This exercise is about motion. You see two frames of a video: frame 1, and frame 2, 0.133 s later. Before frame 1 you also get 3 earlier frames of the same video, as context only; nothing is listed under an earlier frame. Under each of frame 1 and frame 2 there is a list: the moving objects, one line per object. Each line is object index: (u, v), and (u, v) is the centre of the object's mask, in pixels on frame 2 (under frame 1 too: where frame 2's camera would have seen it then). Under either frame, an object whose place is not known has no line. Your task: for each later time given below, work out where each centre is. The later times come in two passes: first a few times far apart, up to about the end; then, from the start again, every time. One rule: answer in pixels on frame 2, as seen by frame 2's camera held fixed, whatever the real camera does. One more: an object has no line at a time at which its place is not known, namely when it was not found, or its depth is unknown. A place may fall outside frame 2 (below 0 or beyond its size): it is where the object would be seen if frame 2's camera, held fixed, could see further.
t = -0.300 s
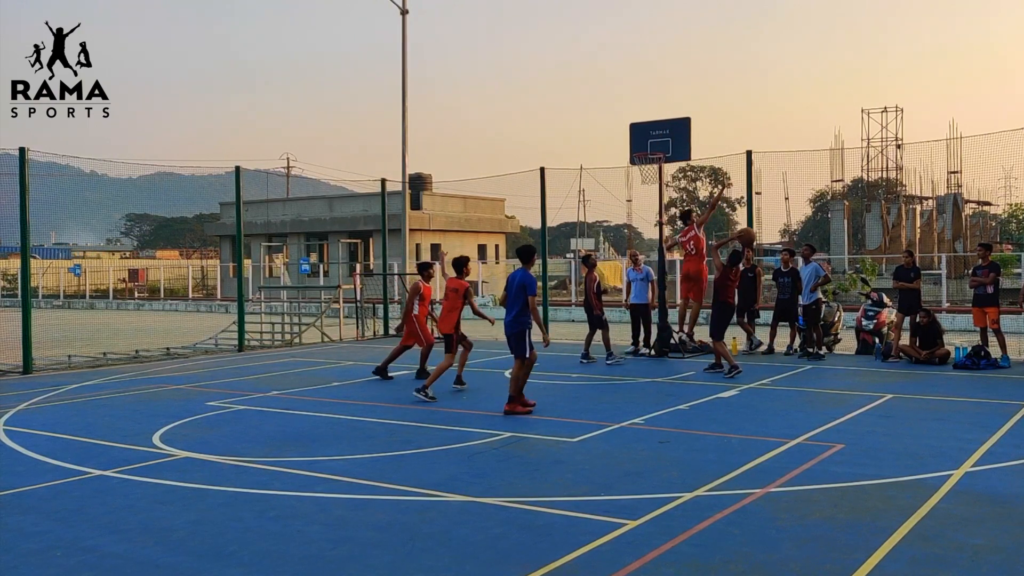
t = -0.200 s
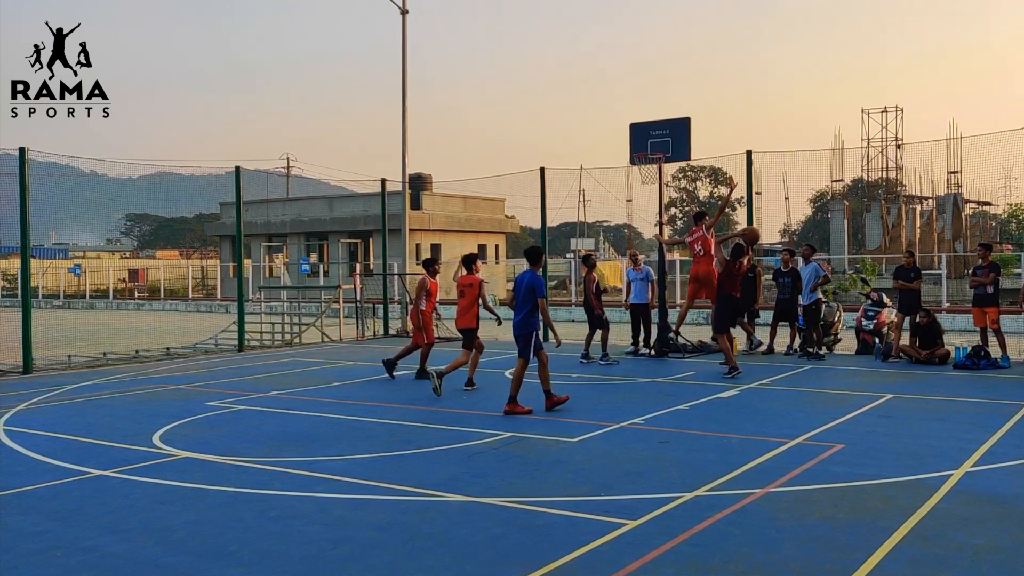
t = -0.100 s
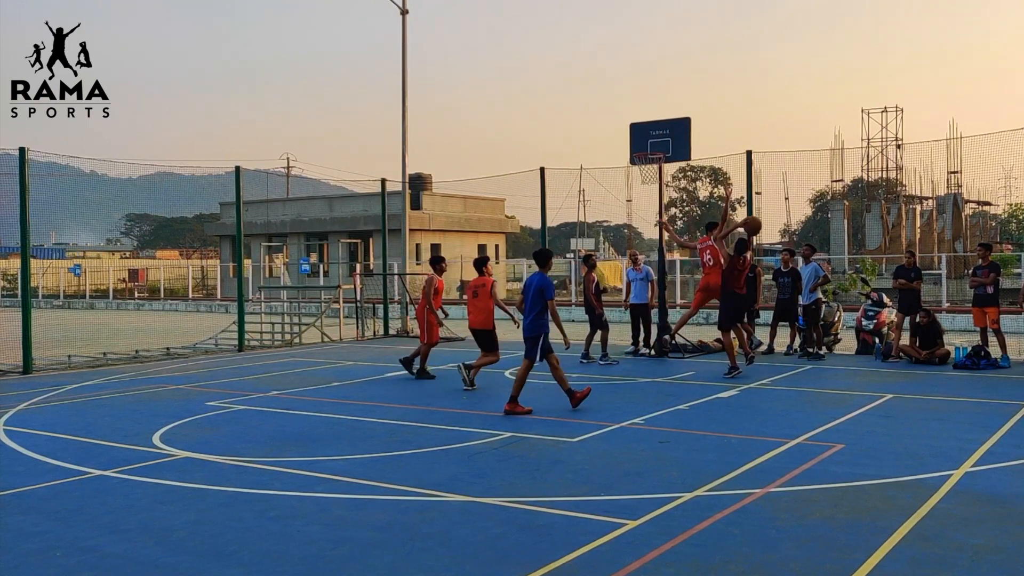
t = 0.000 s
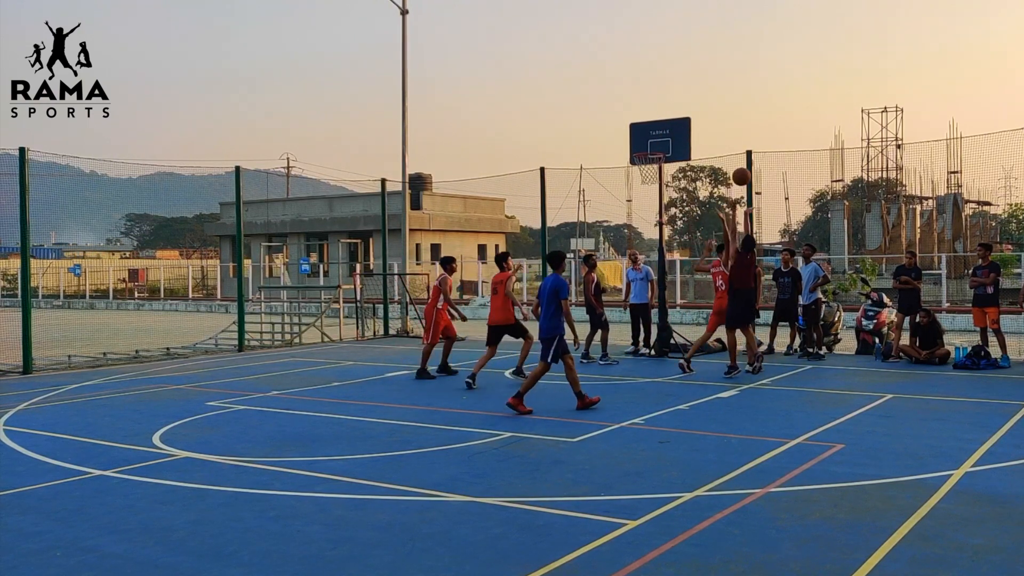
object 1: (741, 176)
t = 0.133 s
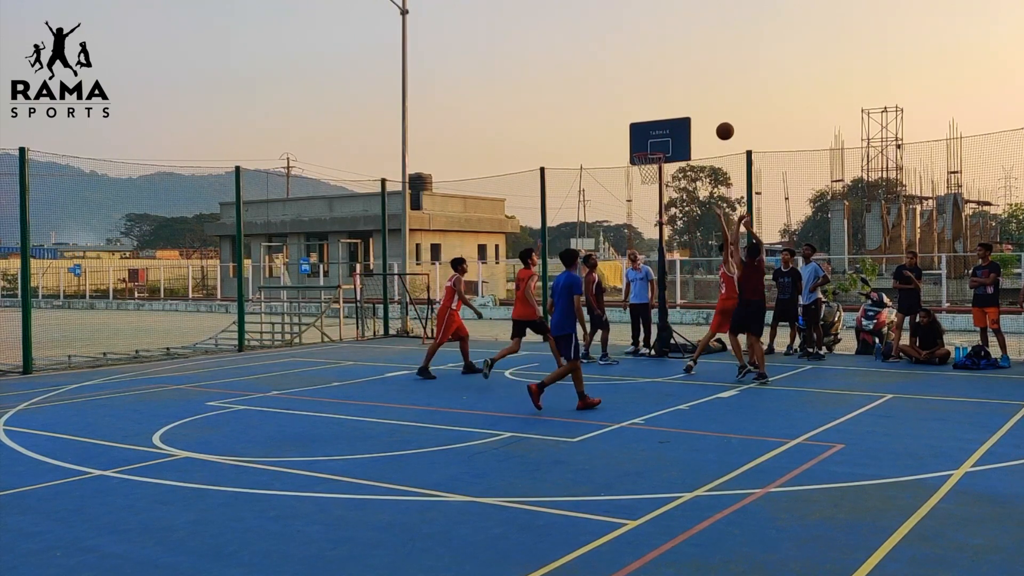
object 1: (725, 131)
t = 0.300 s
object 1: (706, 95)
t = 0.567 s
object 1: (678, 81)
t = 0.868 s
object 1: (651, 118)
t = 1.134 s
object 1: (619, 159)
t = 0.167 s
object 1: (721, 122)
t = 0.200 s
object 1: (717, 114)
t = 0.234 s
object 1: (713, 107)
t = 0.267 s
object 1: (709, 101)
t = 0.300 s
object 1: (706, 95)
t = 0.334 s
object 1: (702, 90)
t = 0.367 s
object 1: (698, 87)
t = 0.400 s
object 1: (695, 84)
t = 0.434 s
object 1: (691, 82)
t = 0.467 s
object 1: (688, 80)
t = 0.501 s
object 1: (685, 80)
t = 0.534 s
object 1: (681, 80)
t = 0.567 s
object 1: (678, 81)
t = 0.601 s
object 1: (675, 83)
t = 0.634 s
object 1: (672, 85)
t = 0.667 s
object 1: (669, 88)
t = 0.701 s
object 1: (666, 92)
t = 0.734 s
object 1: (663, 97)
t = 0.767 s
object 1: (660, 102)
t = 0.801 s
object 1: (657, 108)
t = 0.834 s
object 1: (654, 114)
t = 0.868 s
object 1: (651, 118)
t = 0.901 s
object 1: (647, 120)
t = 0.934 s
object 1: (643, 123)
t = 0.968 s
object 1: (639, 127)
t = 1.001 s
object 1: (635, 132)
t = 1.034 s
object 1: (631, 138)
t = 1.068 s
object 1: (627, 144)
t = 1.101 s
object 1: (623, 151)
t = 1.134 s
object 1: (619, 159)
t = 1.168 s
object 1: (615, 167)
